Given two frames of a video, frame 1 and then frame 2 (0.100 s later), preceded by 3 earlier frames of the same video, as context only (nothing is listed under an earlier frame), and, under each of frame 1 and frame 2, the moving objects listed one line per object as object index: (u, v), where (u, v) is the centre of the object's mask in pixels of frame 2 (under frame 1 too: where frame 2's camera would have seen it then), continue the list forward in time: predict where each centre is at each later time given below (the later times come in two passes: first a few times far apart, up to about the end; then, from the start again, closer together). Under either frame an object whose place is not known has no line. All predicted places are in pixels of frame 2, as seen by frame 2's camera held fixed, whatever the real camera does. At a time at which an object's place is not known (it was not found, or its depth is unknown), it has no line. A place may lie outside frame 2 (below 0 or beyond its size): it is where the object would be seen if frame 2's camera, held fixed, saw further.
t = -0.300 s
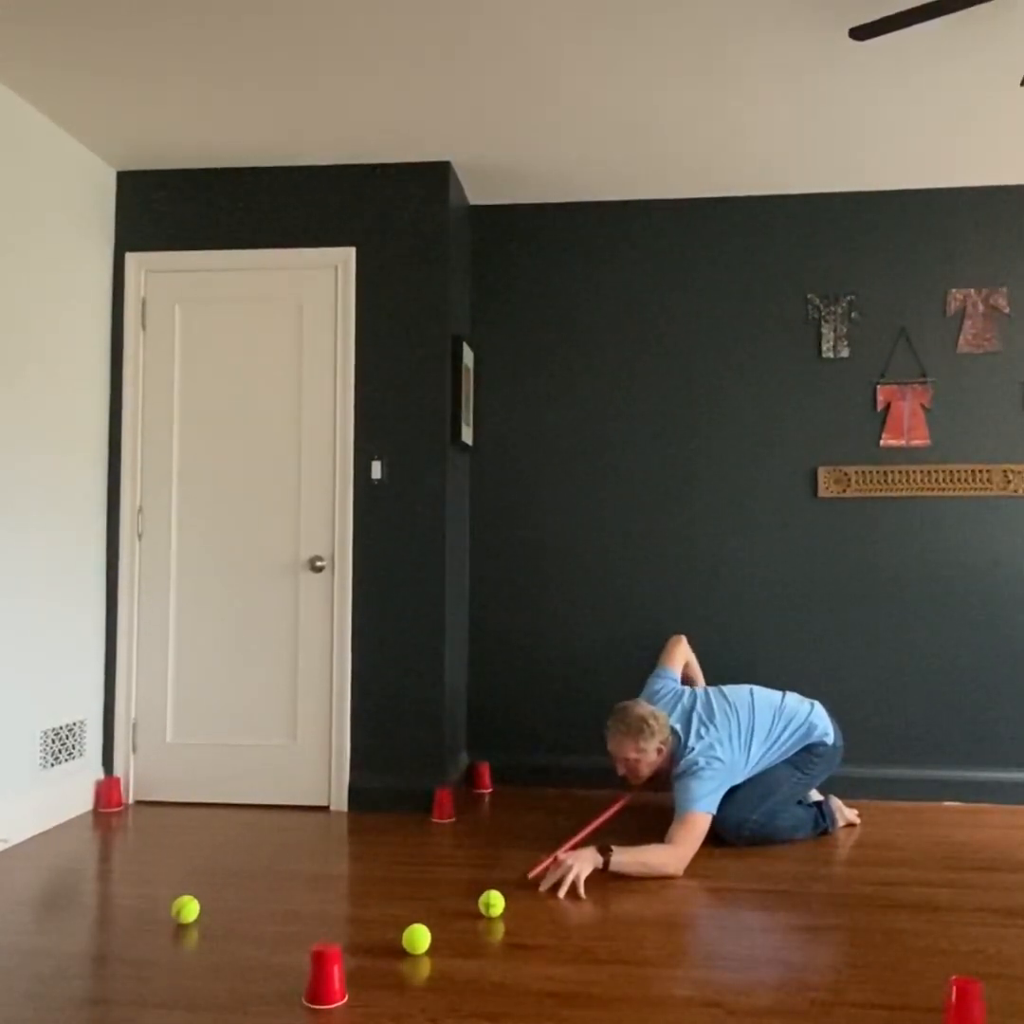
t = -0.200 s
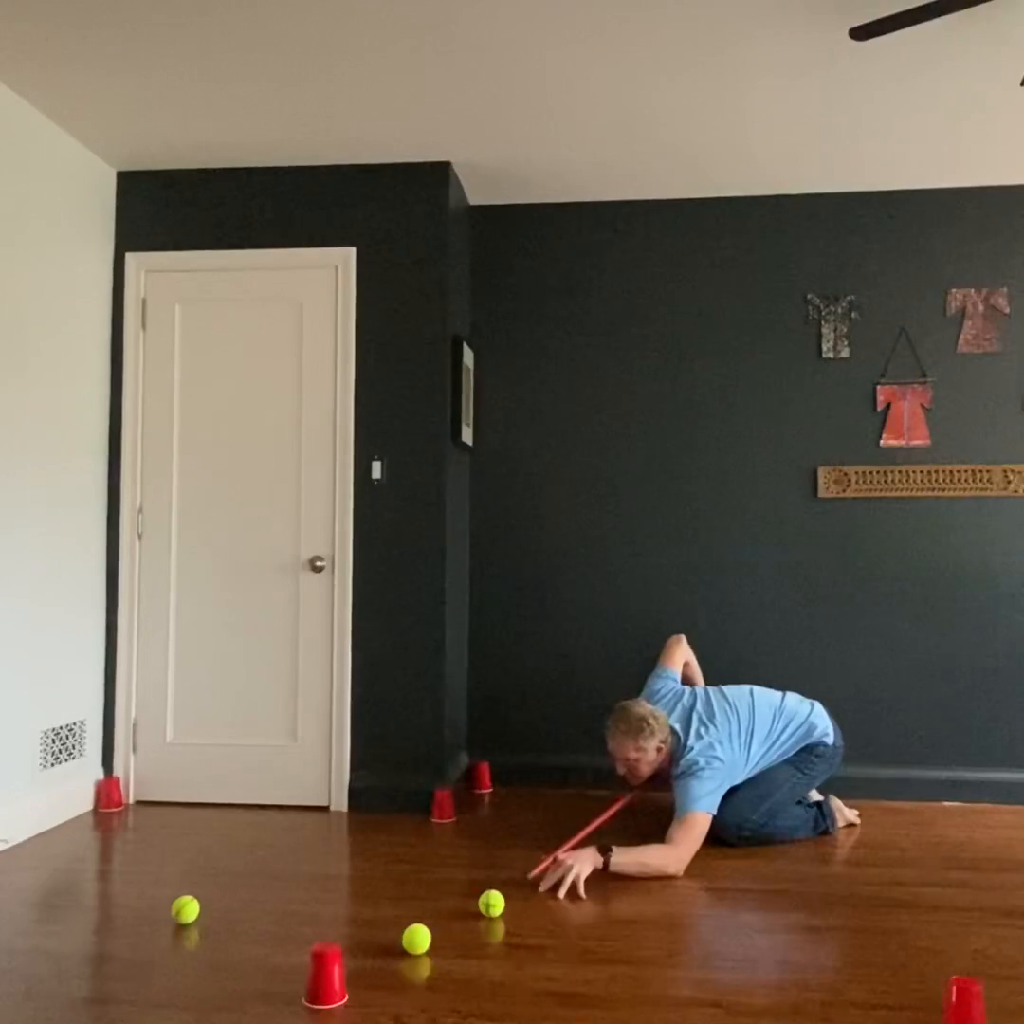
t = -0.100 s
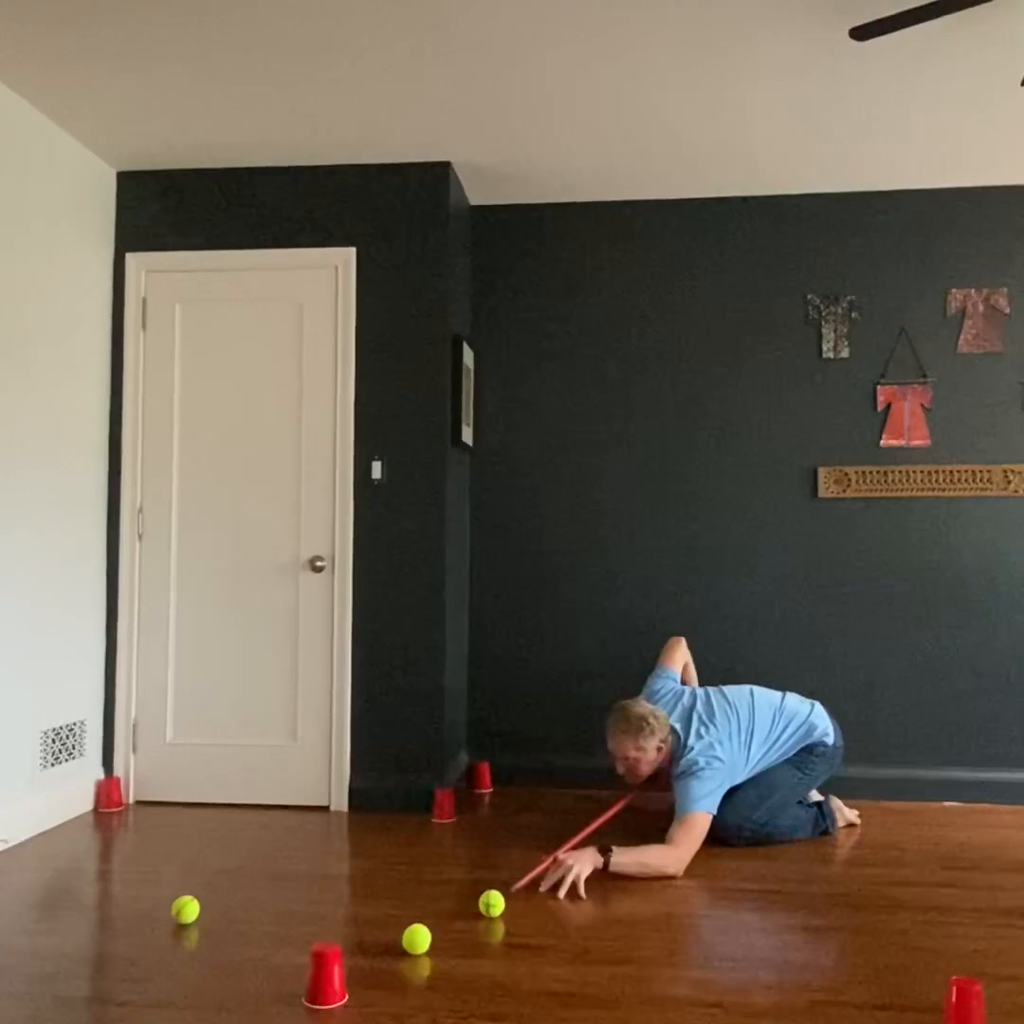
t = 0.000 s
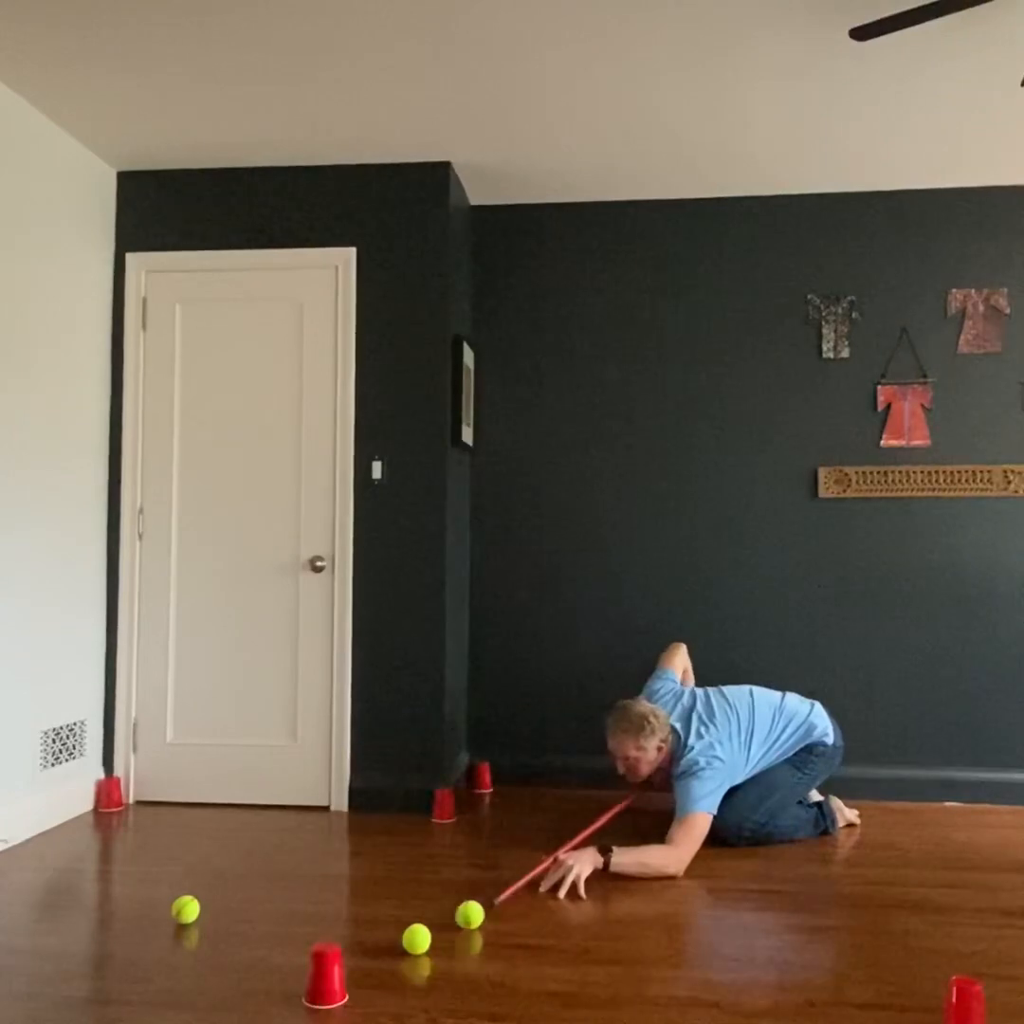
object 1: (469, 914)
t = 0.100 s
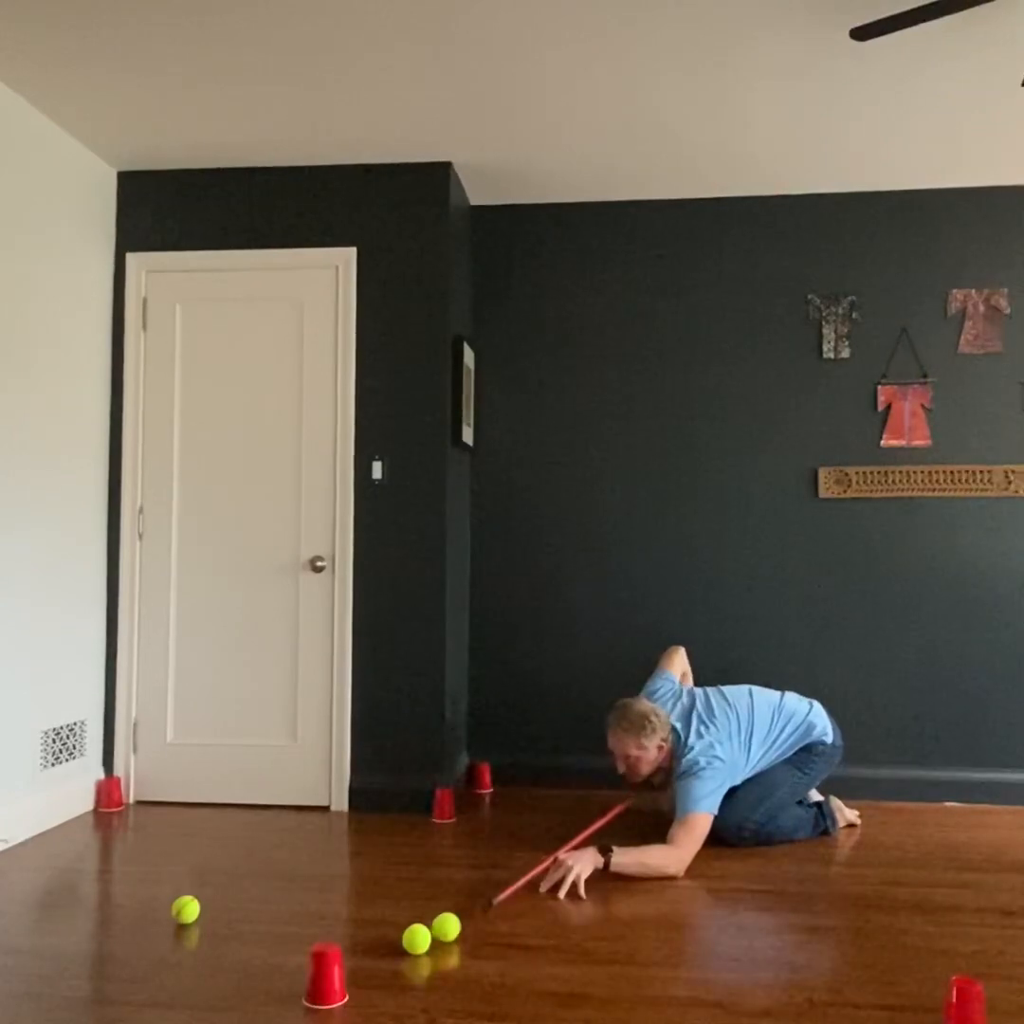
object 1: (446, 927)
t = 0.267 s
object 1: (435, 933)
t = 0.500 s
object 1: (432, 940)
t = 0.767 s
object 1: (432, 944)
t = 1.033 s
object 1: (432, 946)
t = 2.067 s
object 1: (431, 943)
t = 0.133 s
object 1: (440, 930)
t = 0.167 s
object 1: (437, 930)
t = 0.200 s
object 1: (436, 931)
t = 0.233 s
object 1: (436, 932)
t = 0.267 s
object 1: (435, 933)
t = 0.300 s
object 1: (435, 935)
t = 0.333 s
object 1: (435, 935)
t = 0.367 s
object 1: (434, 936)
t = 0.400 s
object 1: (433, 937)
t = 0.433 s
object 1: (433, 938)
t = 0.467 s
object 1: (432, 940)
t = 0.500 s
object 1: (432, 940)
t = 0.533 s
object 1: (431, 941)
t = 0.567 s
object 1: (432, 941)
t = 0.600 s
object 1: (432, 942)
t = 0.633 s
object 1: (432, 942)
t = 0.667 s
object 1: (433, 942)
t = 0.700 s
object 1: (432, 943)
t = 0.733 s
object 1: (432, 944)
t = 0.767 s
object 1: (432, 944)
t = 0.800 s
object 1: (432, 944)
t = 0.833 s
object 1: (432, 944)
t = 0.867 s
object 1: (432, 945)
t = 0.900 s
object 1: (432, 945)
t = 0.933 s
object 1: (432, 945)
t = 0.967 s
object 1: (432, 945)
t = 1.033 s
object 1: (432, 946)
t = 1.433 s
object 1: (433, 945)
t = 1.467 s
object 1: (433, 945)
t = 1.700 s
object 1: (431, 944)
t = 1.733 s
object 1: (431, 943)
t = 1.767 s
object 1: (431, 943)
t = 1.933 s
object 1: (431, 943)
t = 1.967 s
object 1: (431, 943)
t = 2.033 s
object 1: (431, 943)
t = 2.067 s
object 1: (431, 943)
